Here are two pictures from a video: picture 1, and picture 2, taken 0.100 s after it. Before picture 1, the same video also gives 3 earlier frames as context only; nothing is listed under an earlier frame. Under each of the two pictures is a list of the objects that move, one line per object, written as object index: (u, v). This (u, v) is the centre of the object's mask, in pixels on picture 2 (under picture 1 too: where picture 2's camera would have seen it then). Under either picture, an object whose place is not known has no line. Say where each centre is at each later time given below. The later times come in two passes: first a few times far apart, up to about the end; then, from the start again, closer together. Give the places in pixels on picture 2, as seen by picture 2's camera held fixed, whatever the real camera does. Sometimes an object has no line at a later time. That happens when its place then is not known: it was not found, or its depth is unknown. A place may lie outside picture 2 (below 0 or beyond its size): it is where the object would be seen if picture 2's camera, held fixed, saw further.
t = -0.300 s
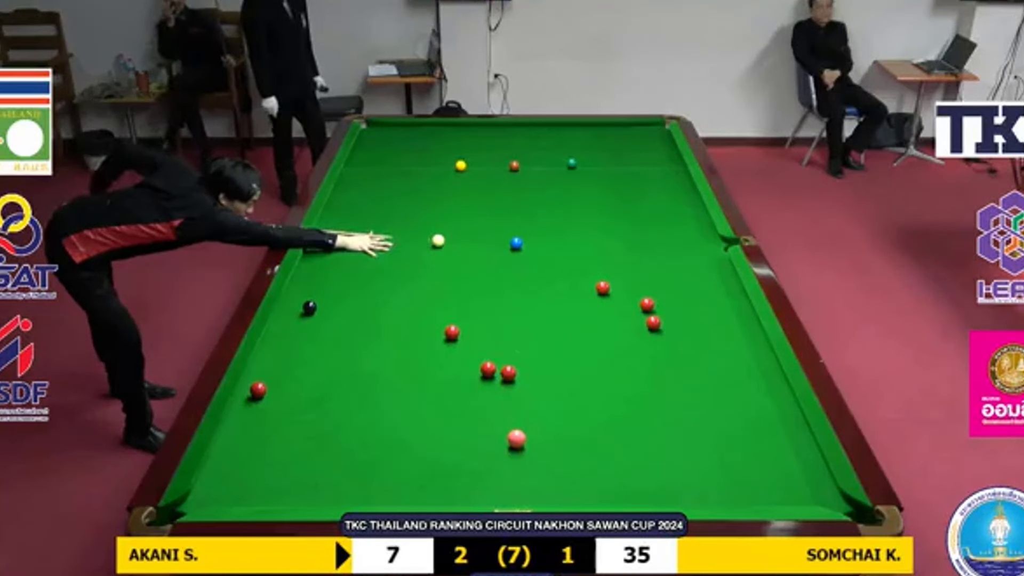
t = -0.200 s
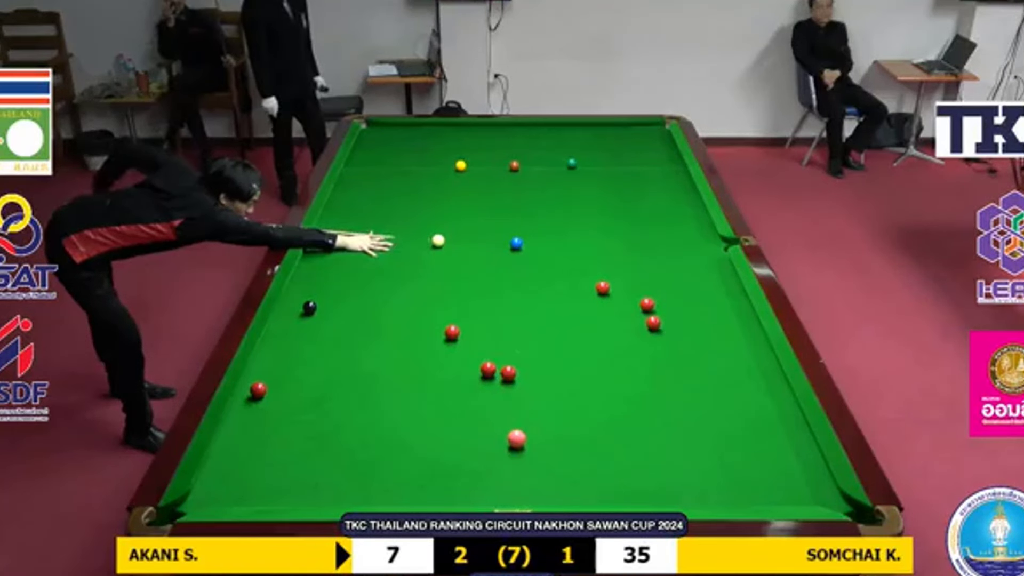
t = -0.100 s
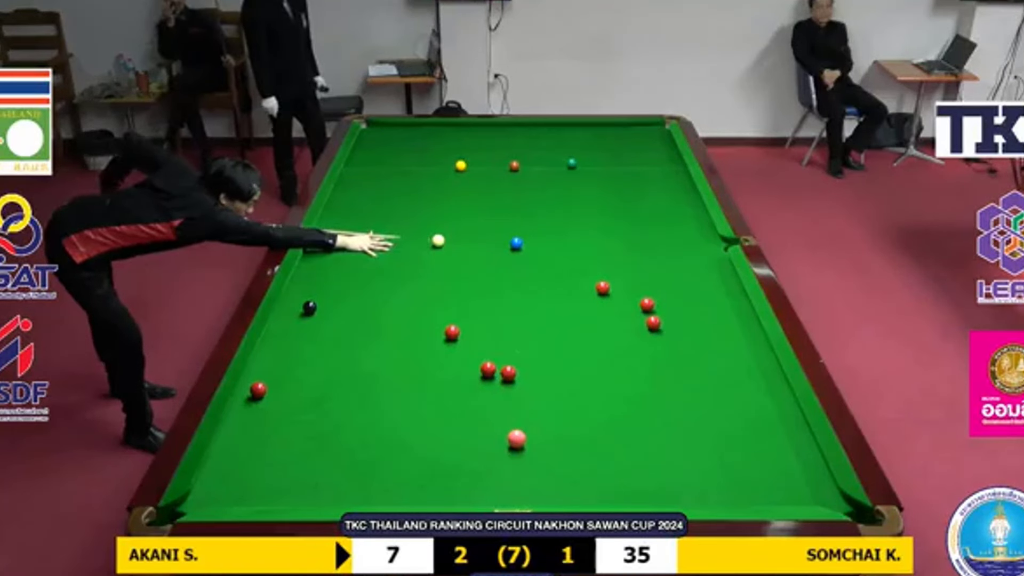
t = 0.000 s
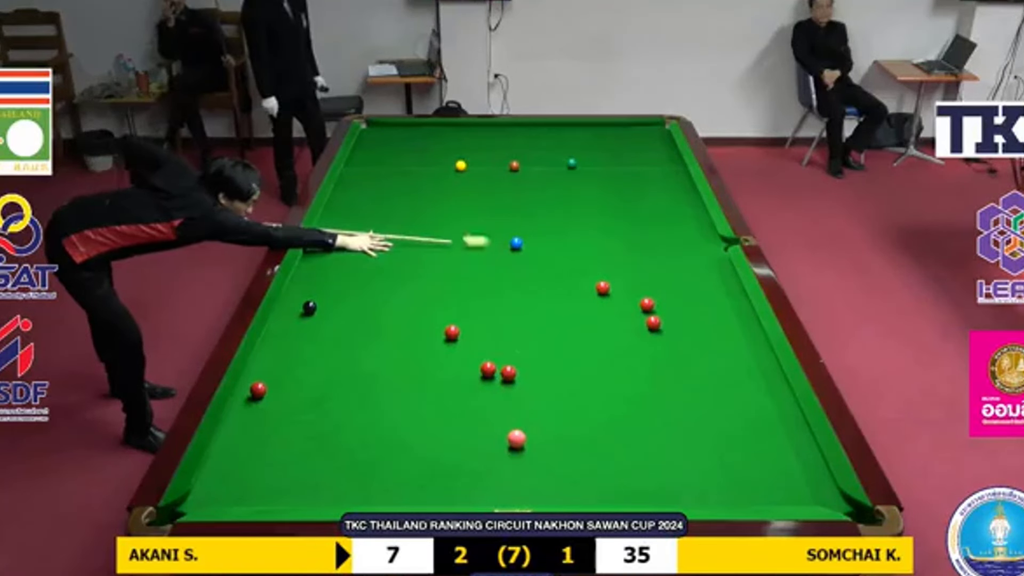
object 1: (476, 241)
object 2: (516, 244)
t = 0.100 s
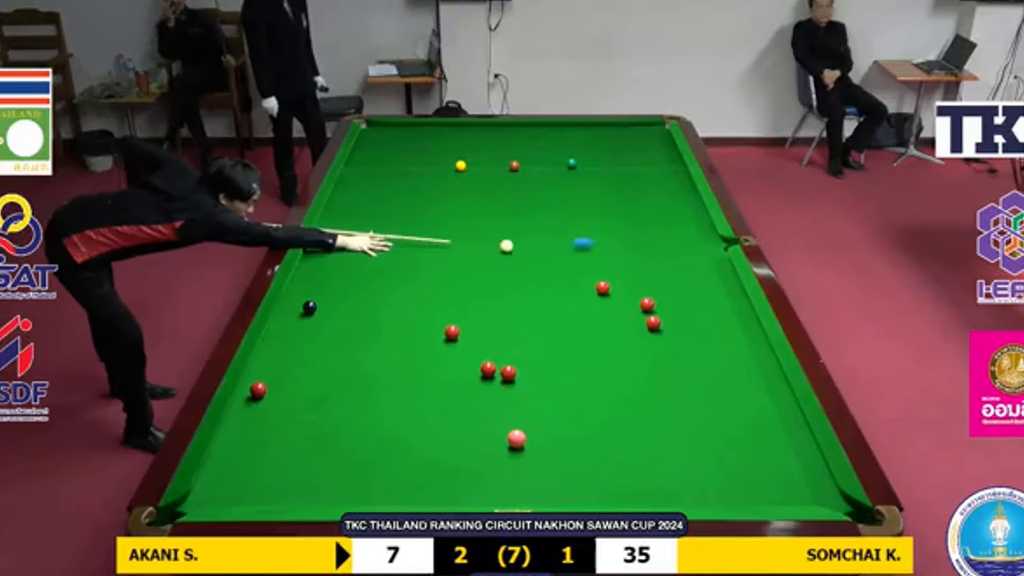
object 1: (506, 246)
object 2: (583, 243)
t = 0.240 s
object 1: (511, 250)
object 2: (706, 244)
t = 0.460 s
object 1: (518, 257)
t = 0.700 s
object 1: (525, 264)
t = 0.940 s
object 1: (532, 270)
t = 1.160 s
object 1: (538, 276)
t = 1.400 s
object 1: (544, 282)
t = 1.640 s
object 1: (550, 287)
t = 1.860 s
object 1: (556, 293)
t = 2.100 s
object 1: (561, 297)
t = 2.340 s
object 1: (566, 302)
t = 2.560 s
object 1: (570, 305)
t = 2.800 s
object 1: (573, 308)
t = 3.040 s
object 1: (576, 311)
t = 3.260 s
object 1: (577, 313)
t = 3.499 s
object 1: (579, 314)
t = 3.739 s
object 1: (580, 316)
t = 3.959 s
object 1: (580, 316)
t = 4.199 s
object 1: (580, 316)
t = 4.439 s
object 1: (580, 316)
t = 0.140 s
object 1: (507, 247)
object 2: (618, 243)
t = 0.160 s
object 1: (508, 248)
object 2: (636, 243)
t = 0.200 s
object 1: (509, 249)
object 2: (671, 243)
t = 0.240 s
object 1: (511, 250)
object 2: (706, 244)
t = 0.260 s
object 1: (511, 251)
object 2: (723, 243)
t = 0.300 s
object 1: (512, 252)
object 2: (742, 243)
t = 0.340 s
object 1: (514, 253)
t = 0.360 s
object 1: (514, 254)
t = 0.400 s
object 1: (516, 255)
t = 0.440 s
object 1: (517, 256)
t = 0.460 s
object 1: (518, 257)
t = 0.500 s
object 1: (519, 258)
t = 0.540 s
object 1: (520, 259)
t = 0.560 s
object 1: (521, 260)
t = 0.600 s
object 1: (522, 261)
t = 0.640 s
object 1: (523, 262)
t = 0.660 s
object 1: (523, 262)
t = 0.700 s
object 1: (525, 264)
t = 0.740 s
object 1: (526, 265)
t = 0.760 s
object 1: (527, 265)
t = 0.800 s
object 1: (528, 266)
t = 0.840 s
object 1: (529, 267)
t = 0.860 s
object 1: (530, 268)
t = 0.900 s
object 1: (531, 269)
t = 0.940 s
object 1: (532, 270)
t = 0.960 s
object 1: (533, 270)
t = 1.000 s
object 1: (533, 272)
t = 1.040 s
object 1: (535, 273)
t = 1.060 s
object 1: (535, 273)
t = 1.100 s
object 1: (536, 274)
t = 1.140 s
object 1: (537, 276)
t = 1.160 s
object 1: (538, 276)
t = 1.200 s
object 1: (539, 277)
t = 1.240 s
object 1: (540, 278)
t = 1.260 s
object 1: (540, 278)
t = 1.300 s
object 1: (541, 280)
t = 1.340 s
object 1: (543, 281)
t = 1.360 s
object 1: (543, 281)
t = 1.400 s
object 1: (544, 282)
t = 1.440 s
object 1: (545, 283)
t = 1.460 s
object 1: (546, 284)
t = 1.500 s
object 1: (547, 284)
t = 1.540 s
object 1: (548, 285)
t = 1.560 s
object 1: (549, 286)
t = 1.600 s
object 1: (549, 286)
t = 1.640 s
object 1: (550, 287)
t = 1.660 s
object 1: (551, 288)
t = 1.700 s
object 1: (552, 289)
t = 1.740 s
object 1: (553, 290)
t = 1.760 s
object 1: (554, 290)
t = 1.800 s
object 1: (555, 291)
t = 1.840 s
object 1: (555, 292)
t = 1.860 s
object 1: (556, 293)
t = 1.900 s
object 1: (557, 293)
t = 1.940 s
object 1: (557, 293)
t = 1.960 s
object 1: (558, 295)
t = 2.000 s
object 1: (559, 295)
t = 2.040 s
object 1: (560, 296)
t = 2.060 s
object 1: (560, 297)
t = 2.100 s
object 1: (561, 297)
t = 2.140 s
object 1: (562, 299)
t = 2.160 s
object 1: (562, 298)
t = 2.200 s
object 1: (563, 300)
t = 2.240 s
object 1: (564, 300)
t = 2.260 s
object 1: (564, 300)
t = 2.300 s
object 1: (565, 301)
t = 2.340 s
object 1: (566, 302)
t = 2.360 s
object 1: (566, 302)
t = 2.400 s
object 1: (567, 303)
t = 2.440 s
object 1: (568, 303)
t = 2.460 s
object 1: (568, 303)
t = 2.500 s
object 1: (569, 304)
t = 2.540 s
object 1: (569, 305)
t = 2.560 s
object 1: (570, 305)
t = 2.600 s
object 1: (570, 305)
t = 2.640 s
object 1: (571, 306)
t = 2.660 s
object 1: (571, 306)
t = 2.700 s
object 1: (572, 307)
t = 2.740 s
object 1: (573, 307)
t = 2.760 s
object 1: (573, 308)
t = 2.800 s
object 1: (573, 308)
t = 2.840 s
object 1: (574, 309)
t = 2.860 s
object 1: (574, 309)
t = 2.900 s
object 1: (574, 309)
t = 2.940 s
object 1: (575, 310)
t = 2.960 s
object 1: (575, 310)
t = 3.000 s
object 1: (575, 311)
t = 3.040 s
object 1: (576, 311)
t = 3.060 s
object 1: (576, 311)
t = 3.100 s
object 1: (576, 312)
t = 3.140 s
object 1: (577, 312)
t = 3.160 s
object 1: (577, 312)
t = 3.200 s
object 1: (577, 313)
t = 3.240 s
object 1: (577, 313)
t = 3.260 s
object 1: (577, 313)
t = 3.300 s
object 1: (578, 313)
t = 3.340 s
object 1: (578, 314)
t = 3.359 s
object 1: (578, 314)
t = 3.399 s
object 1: (578, 314)
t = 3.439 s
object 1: (578, 314)
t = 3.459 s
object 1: (579, 314)
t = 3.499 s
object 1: (579, 314)
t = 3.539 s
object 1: (579, 315)
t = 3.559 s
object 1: (579, 315)
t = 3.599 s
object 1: (579, 315)
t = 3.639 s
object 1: (579, 315)
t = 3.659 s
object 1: (579, 315)
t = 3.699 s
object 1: (580, 316)
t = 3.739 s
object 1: (580, 316)
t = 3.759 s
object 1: (580, 316)
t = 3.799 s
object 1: (580, 316)
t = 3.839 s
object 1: (580, 316)
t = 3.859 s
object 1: (580, 316)
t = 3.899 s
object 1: (580, 316)
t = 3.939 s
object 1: (580, 316)
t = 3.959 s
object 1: (580, 316)
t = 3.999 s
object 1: (580, 316)
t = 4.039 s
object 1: (580, 316)
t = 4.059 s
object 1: (580, 316)
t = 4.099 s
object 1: (580, 316)
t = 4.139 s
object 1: (580, 316)
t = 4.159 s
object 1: (580, 316)
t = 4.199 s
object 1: (580, 316)
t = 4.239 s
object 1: (580, 316)
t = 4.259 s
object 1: (581, 316)
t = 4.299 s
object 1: (581, 316)
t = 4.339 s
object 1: (581, 316)
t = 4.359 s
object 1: (580, 316)
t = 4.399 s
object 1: (580, 316)
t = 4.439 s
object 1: (580, 316)
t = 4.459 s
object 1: (580, 316)
